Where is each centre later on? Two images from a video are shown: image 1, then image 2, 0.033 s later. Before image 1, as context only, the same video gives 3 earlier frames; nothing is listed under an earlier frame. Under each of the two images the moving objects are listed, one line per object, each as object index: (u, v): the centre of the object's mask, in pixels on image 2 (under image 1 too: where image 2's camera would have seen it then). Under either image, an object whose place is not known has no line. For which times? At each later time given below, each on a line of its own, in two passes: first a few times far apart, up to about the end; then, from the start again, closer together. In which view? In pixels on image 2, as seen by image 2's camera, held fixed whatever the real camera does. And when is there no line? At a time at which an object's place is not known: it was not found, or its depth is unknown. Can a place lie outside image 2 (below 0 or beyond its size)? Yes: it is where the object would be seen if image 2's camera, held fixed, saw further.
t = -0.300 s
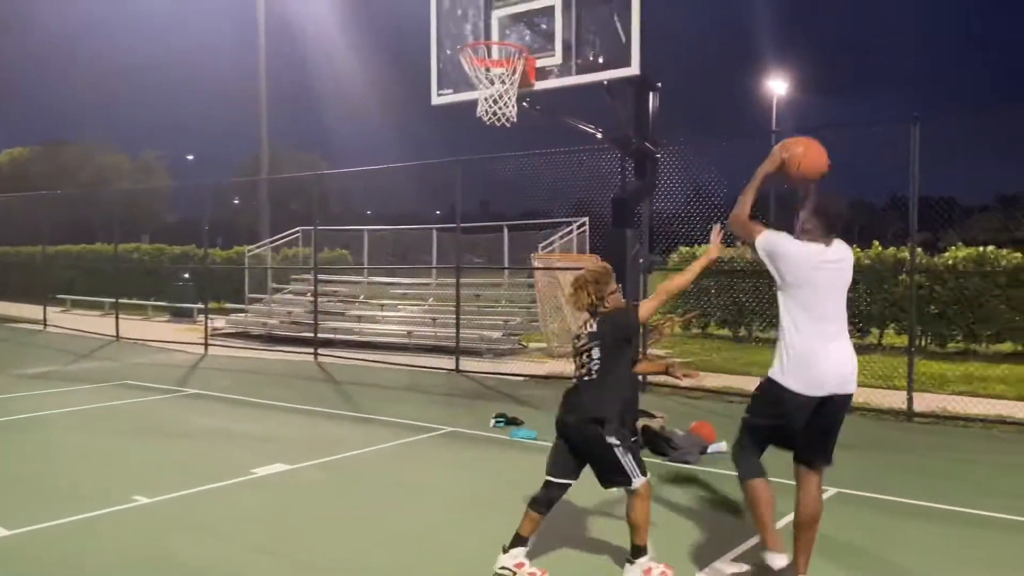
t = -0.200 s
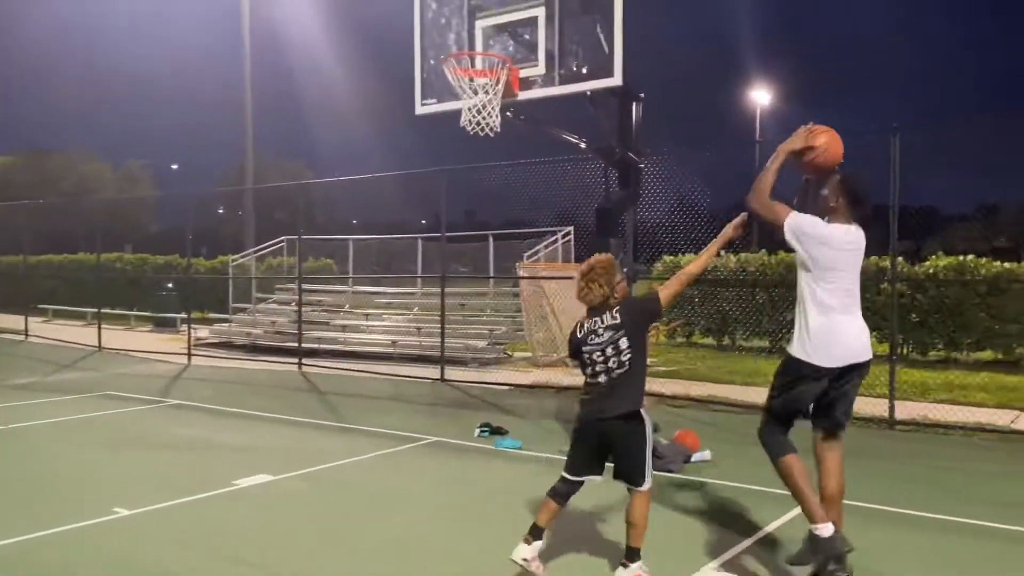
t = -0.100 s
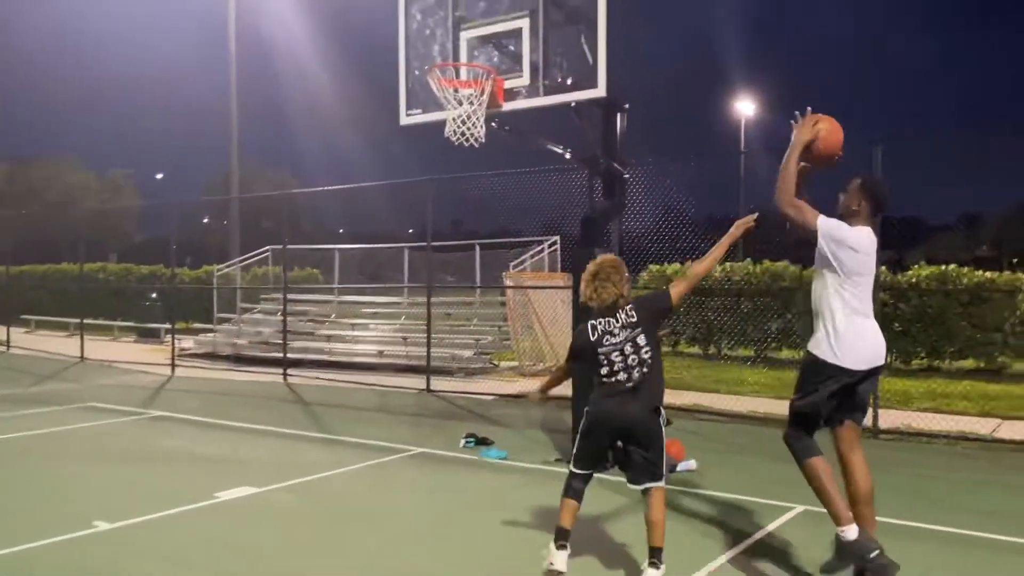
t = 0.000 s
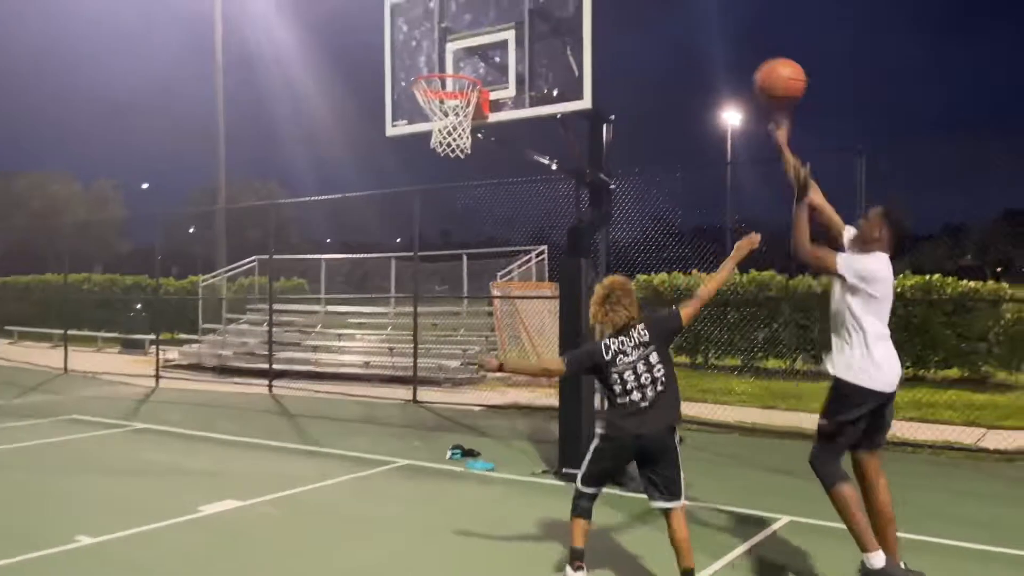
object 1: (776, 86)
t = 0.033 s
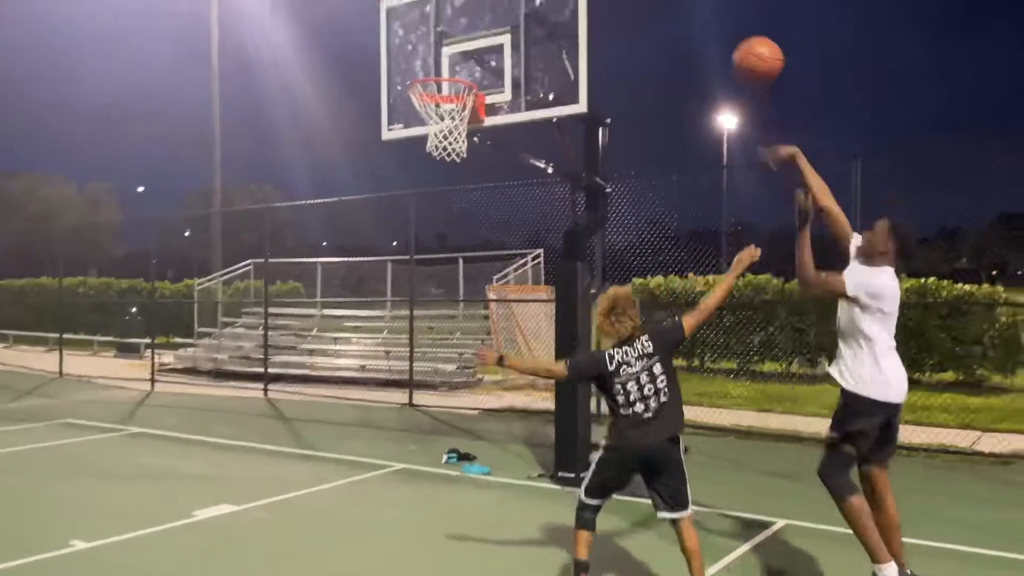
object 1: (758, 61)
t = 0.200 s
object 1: (682, -15)
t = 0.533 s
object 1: (552, -42)
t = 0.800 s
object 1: (472, 60)
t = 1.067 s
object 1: (424, 102)
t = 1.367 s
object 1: (455, 141)
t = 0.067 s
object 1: (741, 37)
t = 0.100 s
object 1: (726, 16)
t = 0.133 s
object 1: (711, 2)
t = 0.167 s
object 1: (696, -8)
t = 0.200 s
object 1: (682, -15)
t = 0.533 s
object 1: (552, -42)
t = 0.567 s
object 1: (541, -38)
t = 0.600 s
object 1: (531, -27)
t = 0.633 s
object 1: (520, -16)
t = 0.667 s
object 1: (510, -4)
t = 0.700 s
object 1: (500, 11)
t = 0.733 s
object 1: (490, 26)
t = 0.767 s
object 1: (481, 41)
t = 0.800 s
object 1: (472, 60)
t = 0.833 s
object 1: (463, 74)
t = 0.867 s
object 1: (455, 74)
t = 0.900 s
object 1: (442, 92)
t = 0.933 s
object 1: (435, 94)
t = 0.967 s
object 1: (429, 95)
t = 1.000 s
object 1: (427, 97)
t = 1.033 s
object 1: (425, 100)
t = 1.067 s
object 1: (424, 102)
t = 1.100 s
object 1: (425, 103)
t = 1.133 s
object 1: (425, 102)
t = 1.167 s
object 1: (429, 106)
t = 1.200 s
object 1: (431, 107)
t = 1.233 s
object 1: (435, 109)
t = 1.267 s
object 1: (440, 112)
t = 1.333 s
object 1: (452, 136)
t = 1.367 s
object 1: (455, 141)
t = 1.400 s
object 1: (457, 148)
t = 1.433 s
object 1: (461, 156)
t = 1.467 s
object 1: (464, 167)
